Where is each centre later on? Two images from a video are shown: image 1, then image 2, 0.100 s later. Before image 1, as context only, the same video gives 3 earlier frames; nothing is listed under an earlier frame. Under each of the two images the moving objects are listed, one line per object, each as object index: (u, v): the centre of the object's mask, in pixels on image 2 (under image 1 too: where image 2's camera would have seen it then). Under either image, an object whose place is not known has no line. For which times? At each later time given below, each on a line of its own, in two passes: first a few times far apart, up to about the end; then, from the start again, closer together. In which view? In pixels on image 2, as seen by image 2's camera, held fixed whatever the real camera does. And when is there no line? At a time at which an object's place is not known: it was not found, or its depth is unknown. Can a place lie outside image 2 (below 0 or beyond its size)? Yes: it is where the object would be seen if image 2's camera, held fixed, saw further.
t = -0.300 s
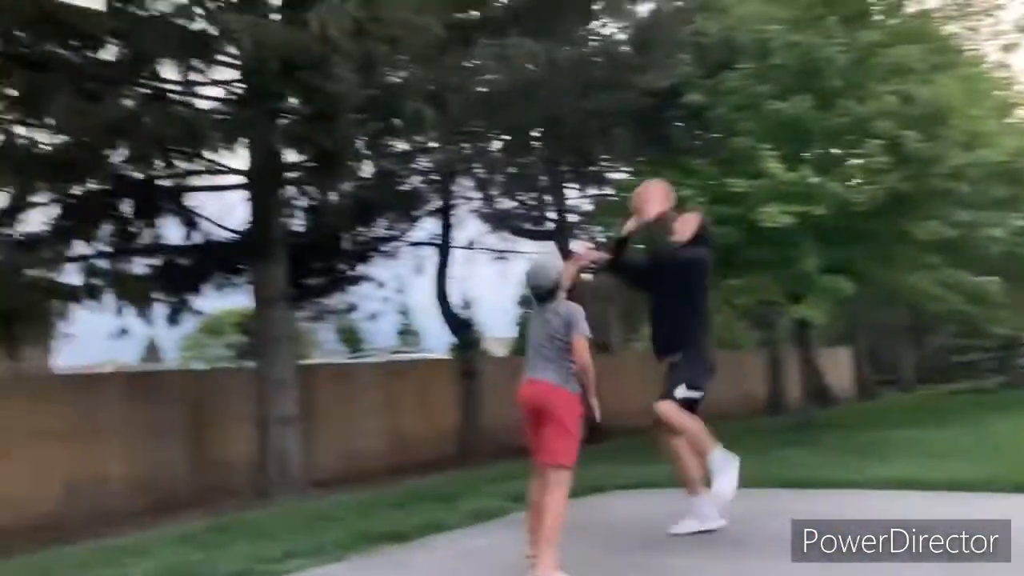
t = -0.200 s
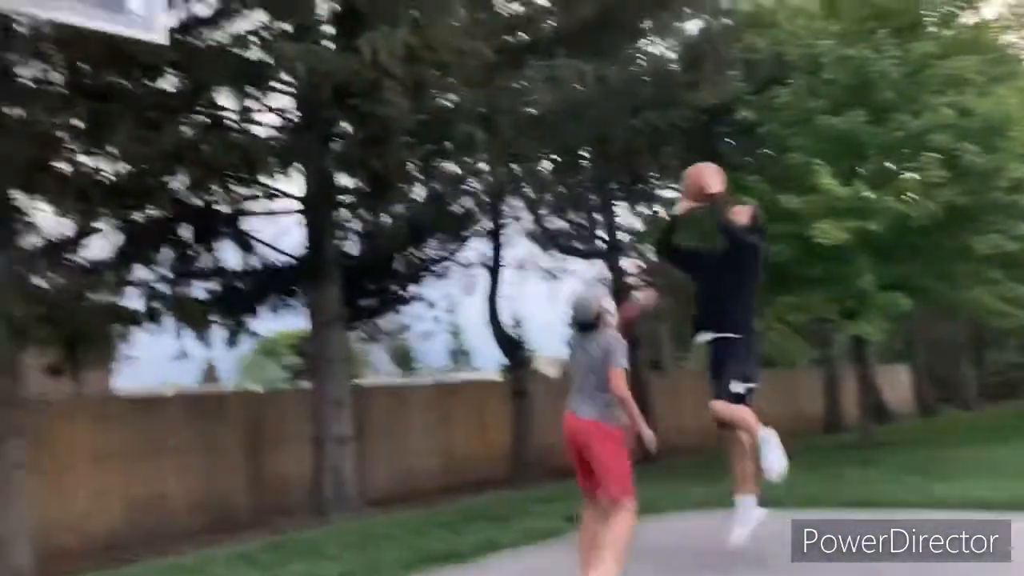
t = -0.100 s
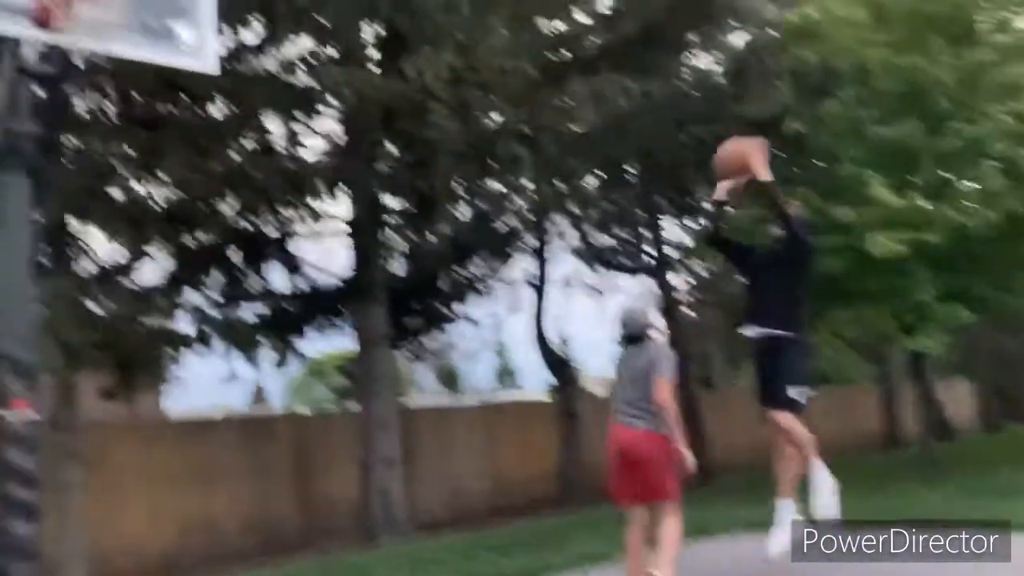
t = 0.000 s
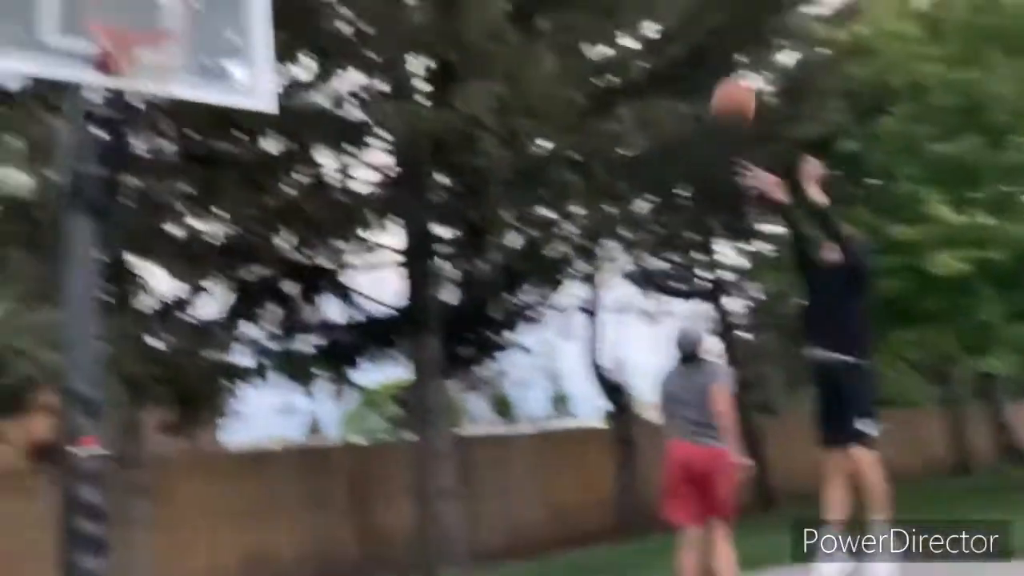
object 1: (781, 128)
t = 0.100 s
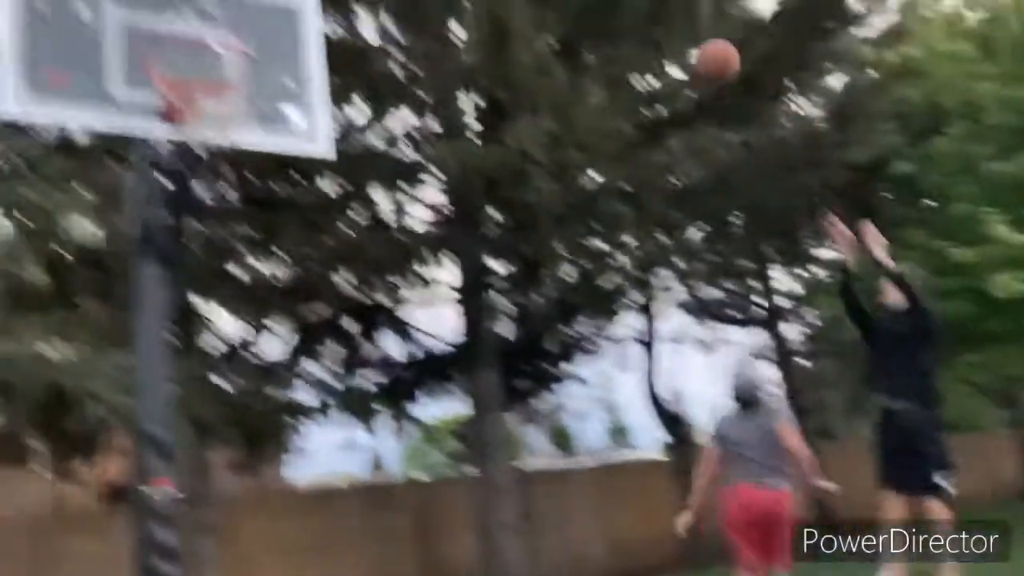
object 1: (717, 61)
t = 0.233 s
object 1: (634, -5)
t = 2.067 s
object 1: (209, 241)
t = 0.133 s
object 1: (696, 42)
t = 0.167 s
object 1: (677, 25)
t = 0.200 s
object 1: (654, 8)
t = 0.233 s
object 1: (634, -5)
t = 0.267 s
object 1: (612, -17)
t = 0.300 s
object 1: (593, -26)
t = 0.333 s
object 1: (573, -34)
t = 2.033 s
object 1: (213, 217)
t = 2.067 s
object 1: (209, 241)
